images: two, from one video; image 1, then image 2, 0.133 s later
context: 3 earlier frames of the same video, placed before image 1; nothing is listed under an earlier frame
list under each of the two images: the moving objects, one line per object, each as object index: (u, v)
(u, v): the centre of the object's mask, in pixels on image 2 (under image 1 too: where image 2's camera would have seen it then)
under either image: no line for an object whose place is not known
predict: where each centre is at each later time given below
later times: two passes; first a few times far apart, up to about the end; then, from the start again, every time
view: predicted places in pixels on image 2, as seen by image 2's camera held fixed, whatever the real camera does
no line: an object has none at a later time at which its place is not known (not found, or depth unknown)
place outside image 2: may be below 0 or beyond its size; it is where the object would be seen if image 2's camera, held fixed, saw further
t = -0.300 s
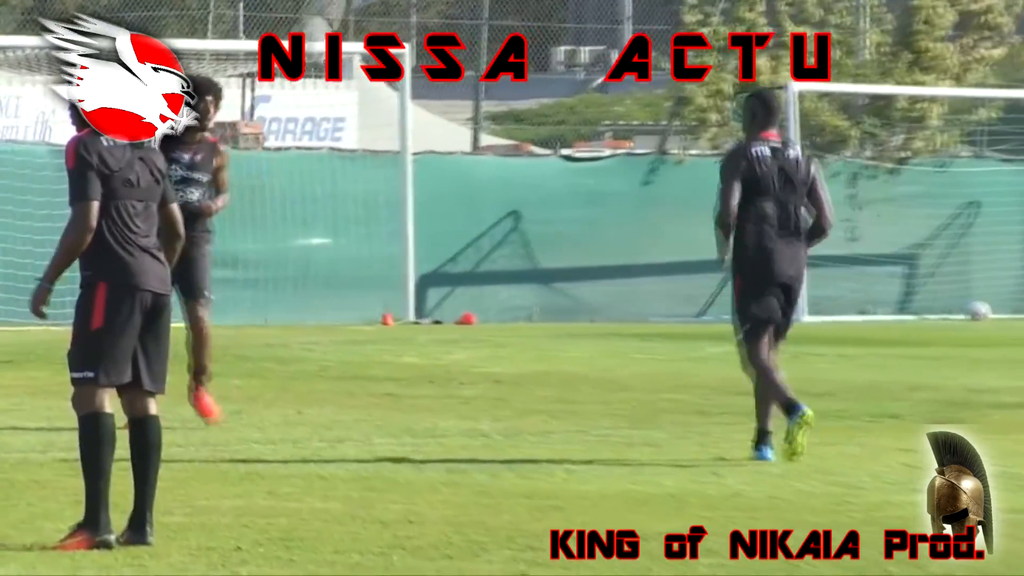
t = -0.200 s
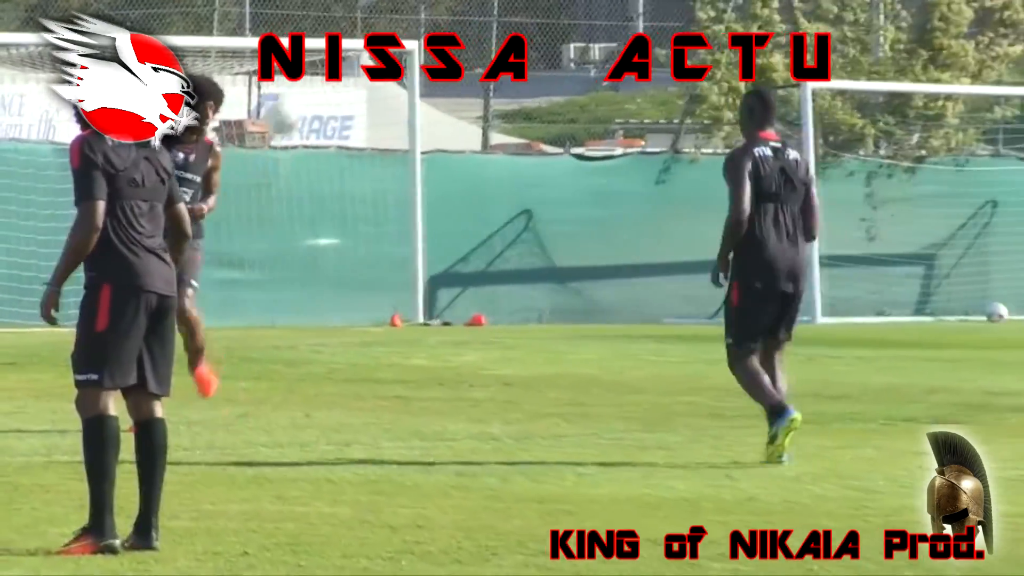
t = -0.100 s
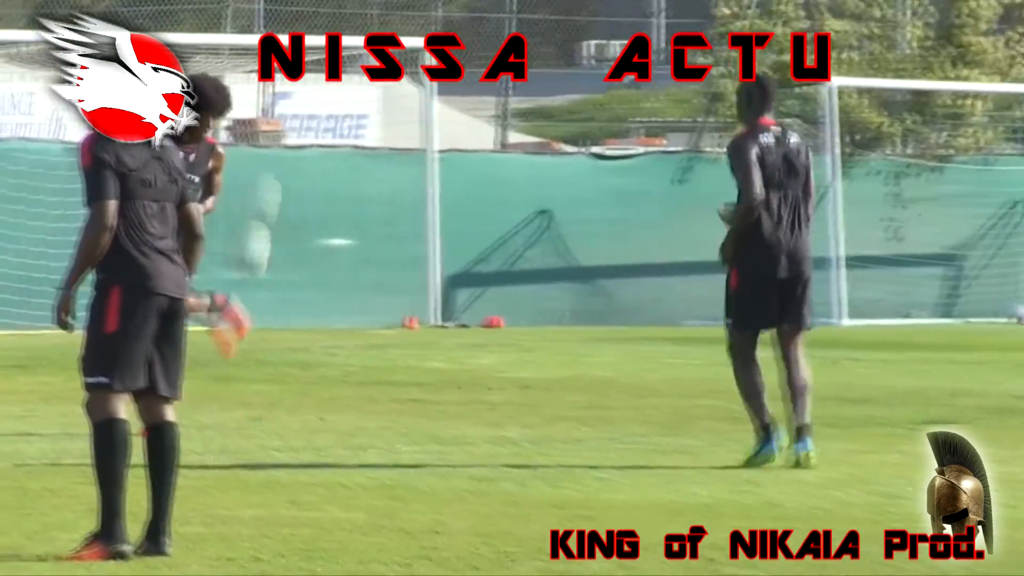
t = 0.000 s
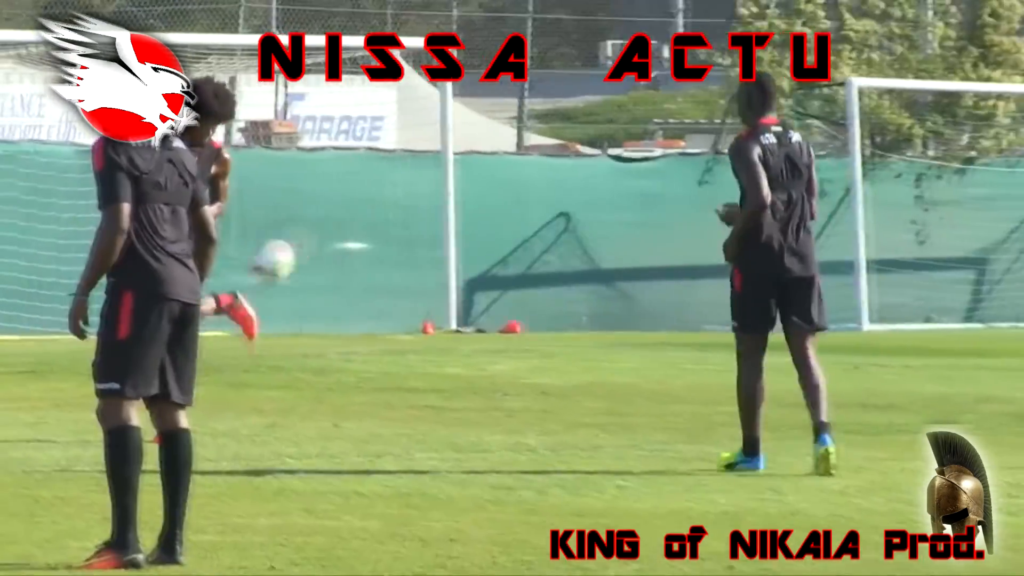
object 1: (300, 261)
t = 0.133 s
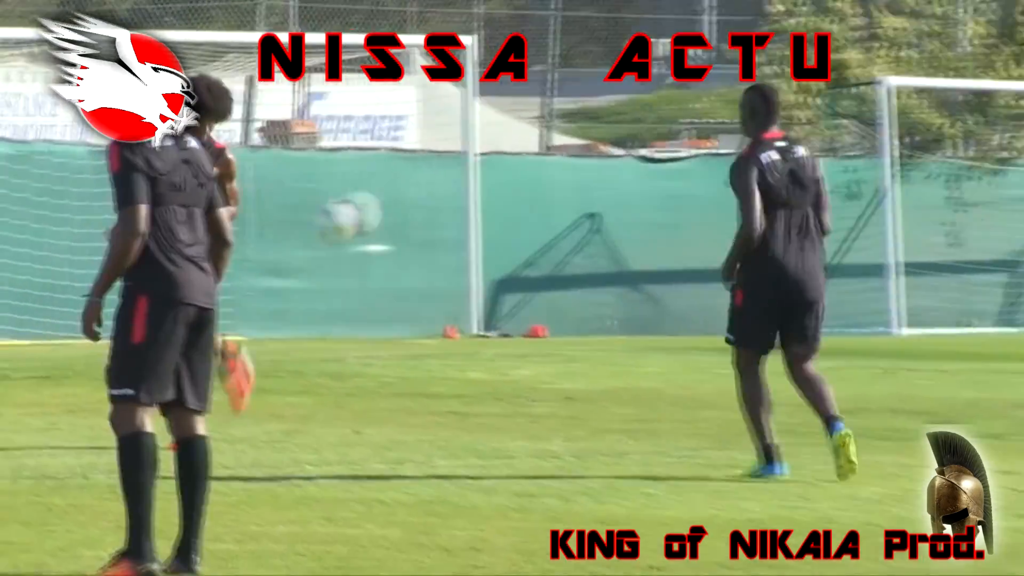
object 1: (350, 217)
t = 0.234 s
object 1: (390, 209)
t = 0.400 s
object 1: (458, 234)
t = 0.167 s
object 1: (369, 210)
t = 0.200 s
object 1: (374, 209)
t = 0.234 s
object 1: (390, 209)
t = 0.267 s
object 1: (406, 209)
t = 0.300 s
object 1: (414, 213)
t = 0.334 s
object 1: (431, 218)
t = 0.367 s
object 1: (444, 222)
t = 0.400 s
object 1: (458, 234)
